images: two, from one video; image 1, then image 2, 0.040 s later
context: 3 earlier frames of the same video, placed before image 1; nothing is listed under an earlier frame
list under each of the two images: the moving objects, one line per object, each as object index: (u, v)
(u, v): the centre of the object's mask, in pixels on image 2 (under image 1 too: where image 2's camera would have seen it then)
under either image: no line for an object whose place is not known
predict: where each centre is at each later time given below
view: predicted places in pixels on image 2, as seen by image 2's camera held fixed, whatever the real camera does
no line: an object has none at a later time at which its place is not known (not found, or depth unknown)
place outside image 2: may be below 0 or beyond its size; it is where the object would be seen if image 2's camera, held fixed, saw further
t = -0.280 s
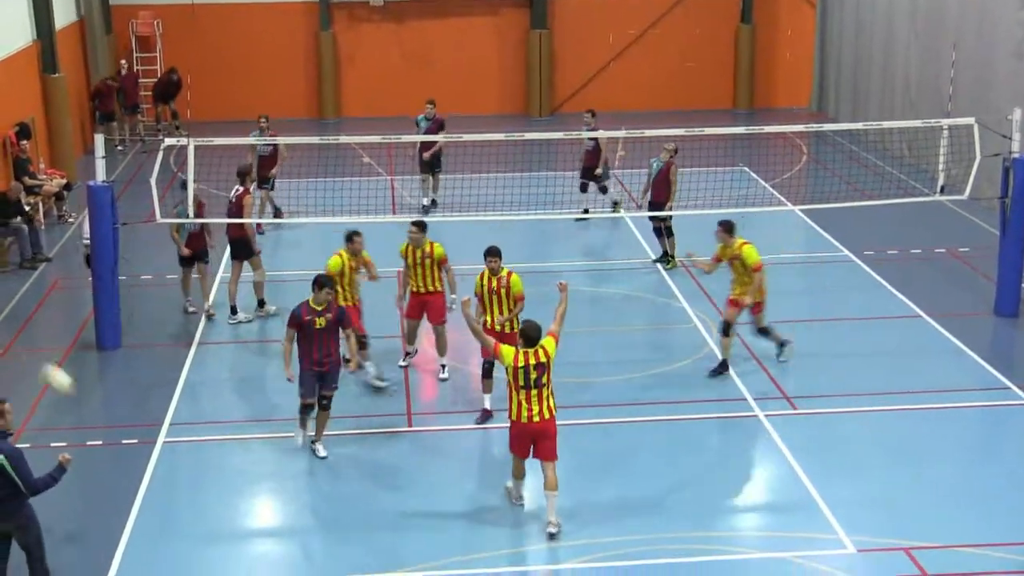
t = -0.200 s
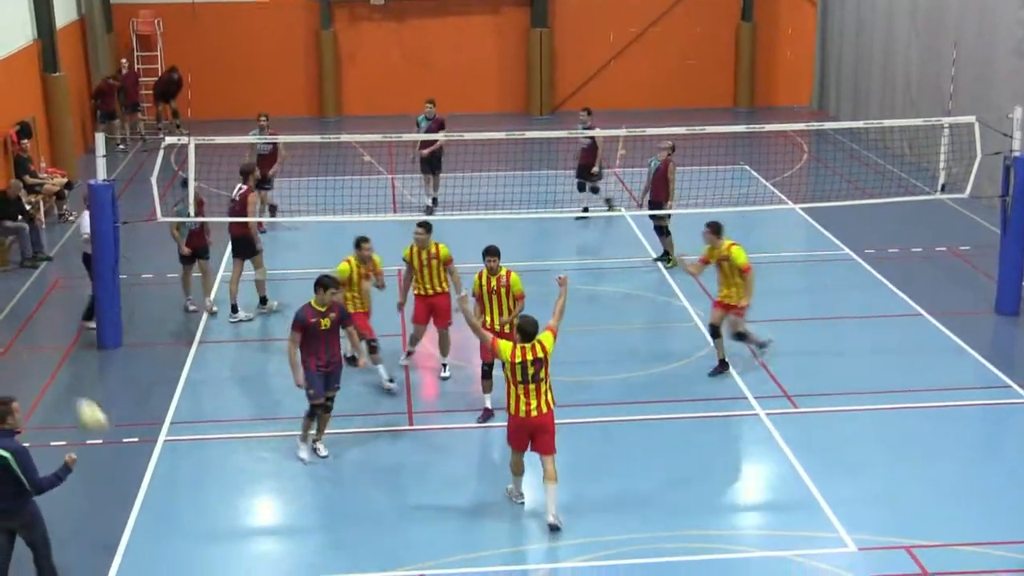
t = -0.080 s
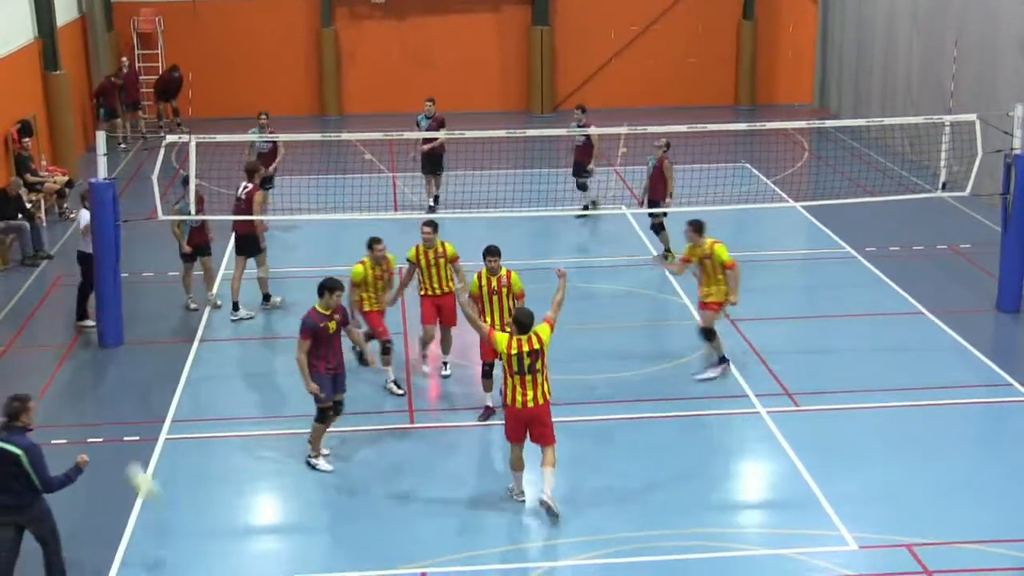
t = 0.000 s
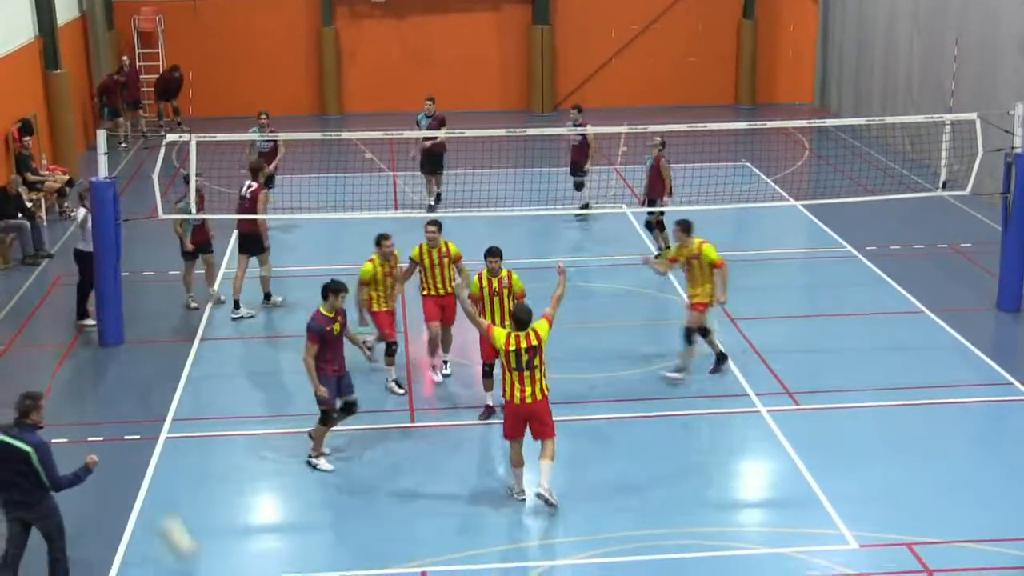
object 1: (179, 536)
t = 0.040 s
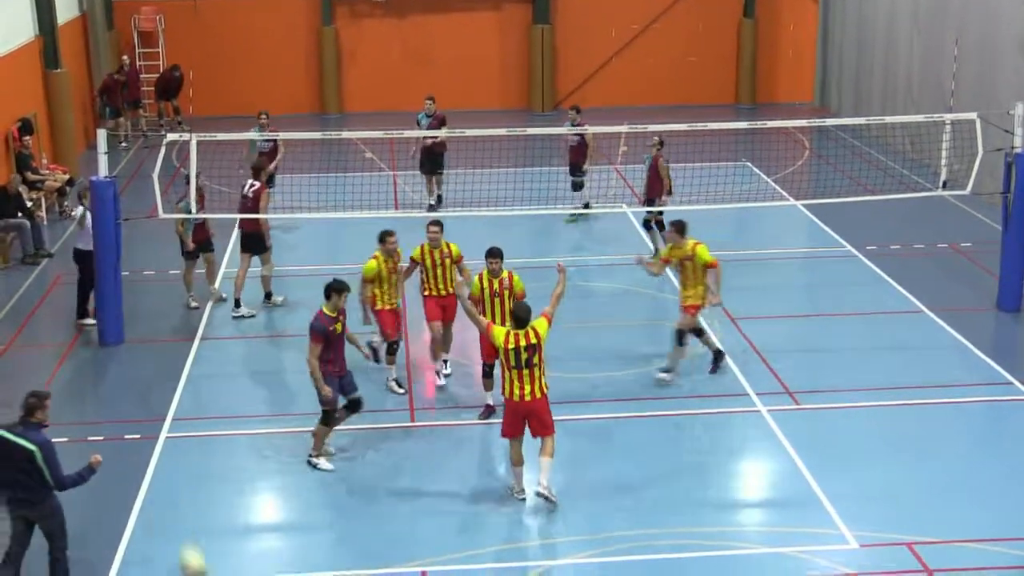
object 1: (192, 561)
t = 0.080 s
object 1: (199, 552)
